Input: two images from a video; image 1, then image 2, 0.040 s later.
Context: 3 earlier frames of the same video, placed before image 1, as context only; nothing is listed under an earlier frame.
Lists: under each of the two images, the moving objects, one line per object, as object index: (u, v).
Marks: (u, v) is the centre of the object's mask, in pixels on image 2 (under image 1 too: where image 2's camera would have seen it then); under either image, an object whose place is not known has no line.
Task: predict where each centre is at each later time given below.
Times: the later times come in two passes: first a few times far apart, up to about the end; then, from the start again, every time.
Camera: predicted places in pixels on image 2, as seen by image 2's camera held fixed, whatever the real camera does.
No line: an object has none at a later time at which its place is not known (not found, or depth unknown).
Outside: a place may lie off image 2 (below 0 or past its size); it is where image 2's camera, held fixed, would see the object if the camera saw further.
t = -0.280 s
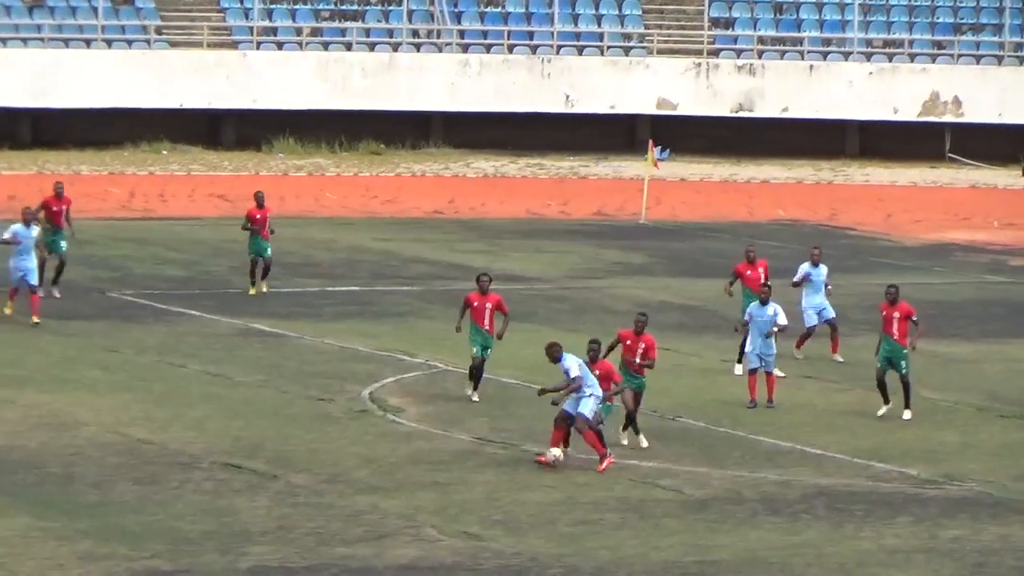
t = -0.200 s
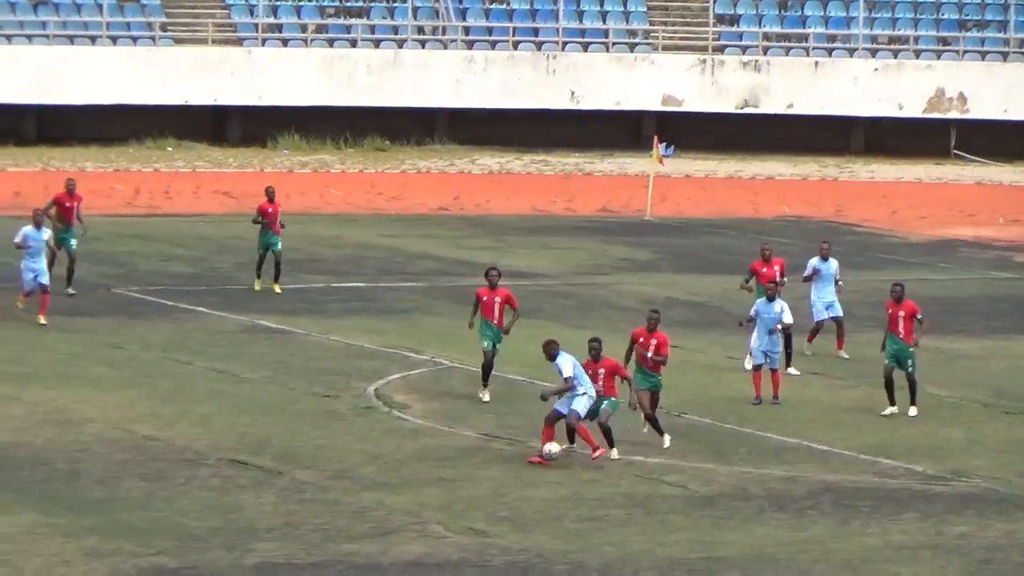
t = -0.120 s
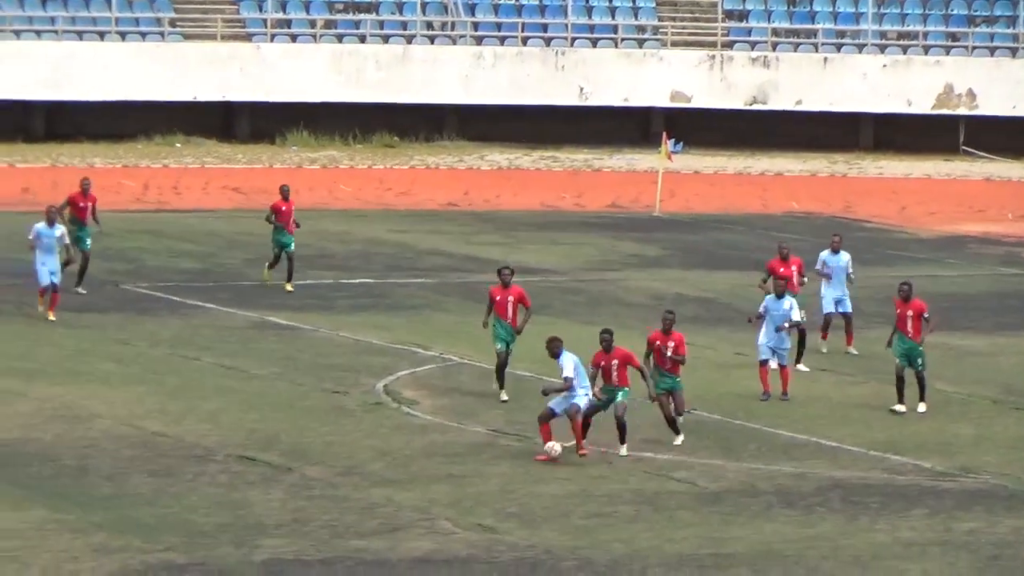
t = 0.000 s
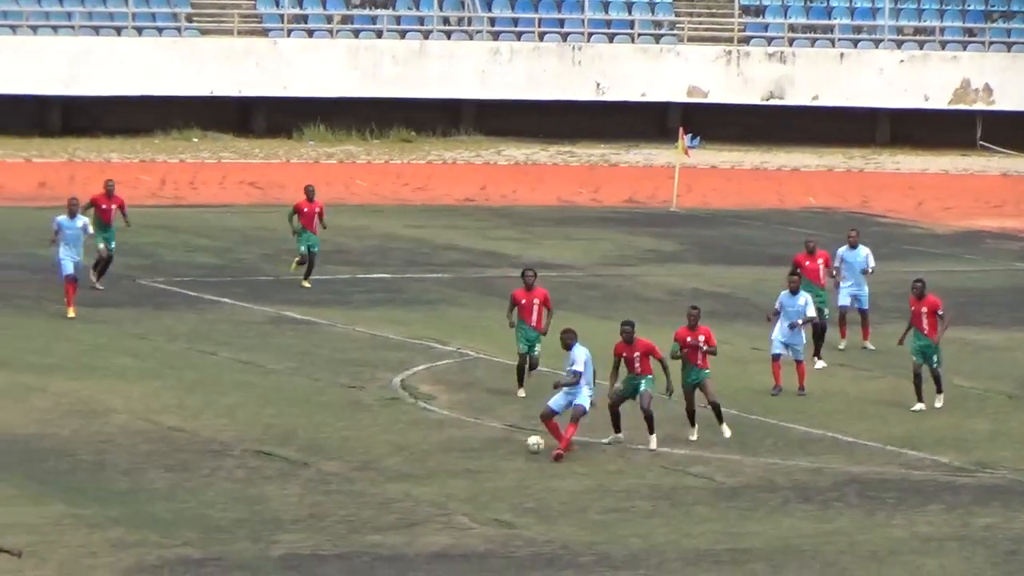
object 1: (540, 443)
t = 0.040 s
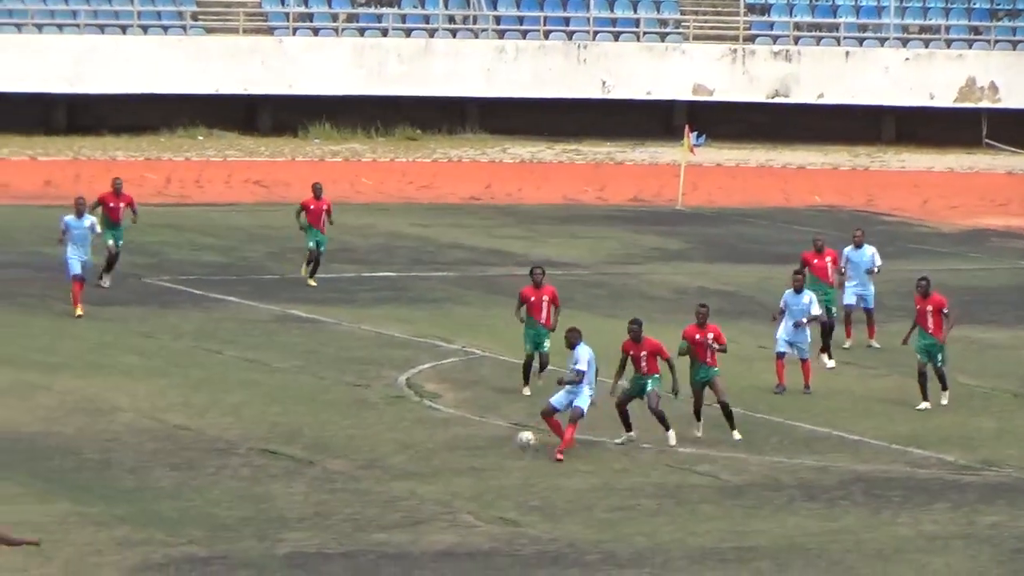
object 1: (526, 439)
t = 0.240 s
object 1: (451, 442)
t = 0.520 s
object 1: (344, 441)
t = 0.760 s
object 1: (249, 451)
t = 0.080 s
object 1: (511, 437)
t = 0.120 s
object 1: (496, 435)
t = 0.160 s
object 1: (479, 437)
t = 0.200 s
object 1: (465, 438)
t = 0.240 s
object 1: (451, 442)
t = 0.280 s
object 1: (435, 447)
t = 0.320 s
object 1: (420, 453)
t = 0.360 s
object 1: (405, 448)
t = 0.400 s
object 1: (390, 445)
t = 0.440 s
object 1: (375, 441)
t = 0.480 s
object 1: (359, 442)
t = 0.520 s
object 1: (344, 441)
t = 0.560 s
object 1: (328, 444)
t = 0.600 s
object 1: (313, 448)
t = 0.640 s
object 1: (298, 453)
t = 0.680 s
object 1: (281, 455)
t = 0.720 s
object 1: (265, 453)
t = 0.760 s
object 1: (249, 451)
